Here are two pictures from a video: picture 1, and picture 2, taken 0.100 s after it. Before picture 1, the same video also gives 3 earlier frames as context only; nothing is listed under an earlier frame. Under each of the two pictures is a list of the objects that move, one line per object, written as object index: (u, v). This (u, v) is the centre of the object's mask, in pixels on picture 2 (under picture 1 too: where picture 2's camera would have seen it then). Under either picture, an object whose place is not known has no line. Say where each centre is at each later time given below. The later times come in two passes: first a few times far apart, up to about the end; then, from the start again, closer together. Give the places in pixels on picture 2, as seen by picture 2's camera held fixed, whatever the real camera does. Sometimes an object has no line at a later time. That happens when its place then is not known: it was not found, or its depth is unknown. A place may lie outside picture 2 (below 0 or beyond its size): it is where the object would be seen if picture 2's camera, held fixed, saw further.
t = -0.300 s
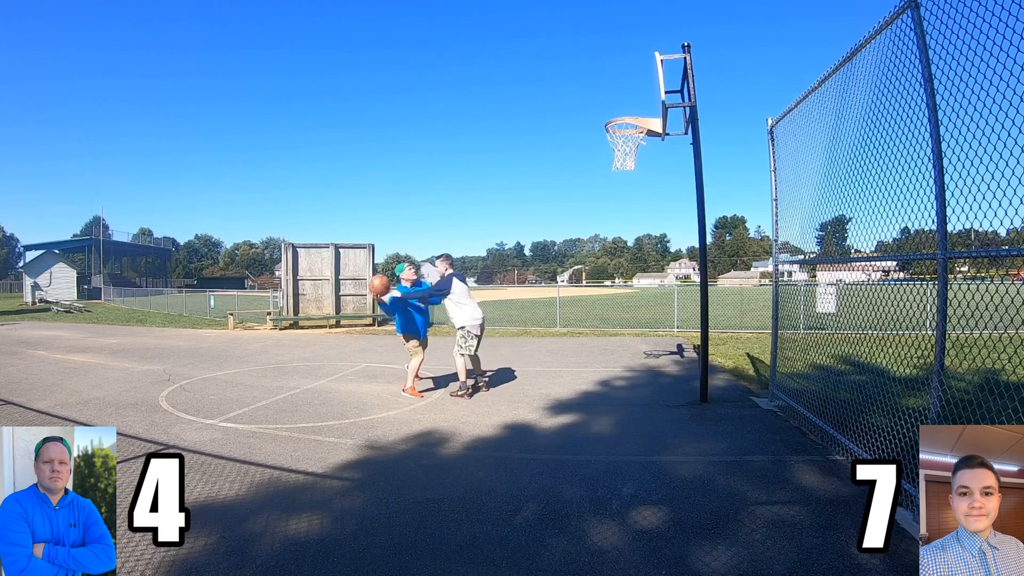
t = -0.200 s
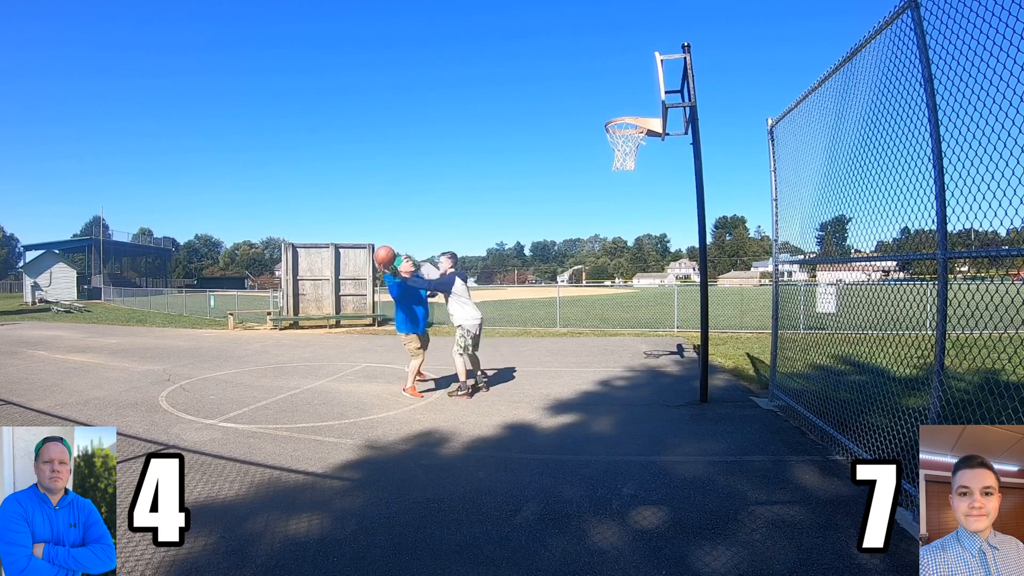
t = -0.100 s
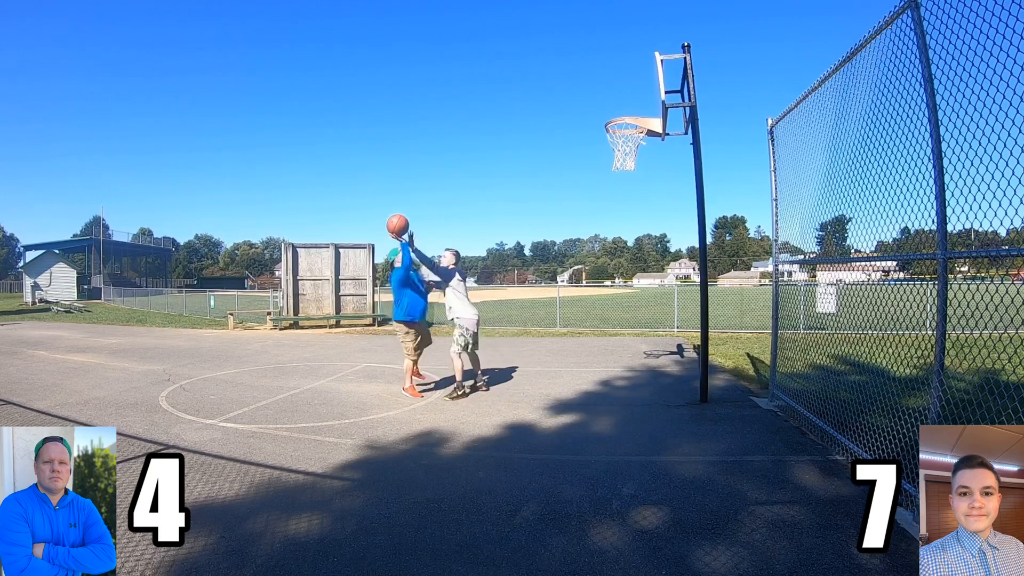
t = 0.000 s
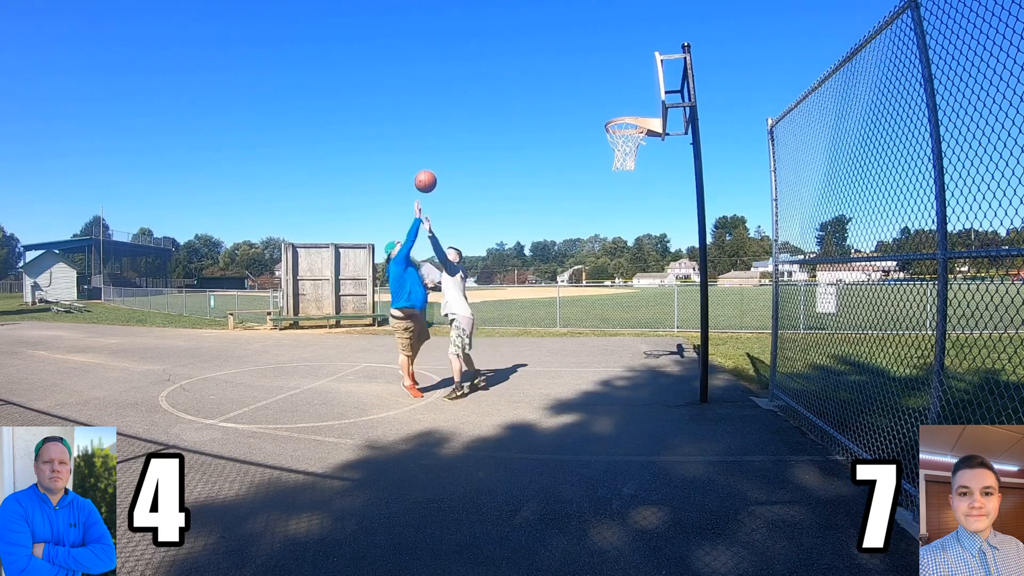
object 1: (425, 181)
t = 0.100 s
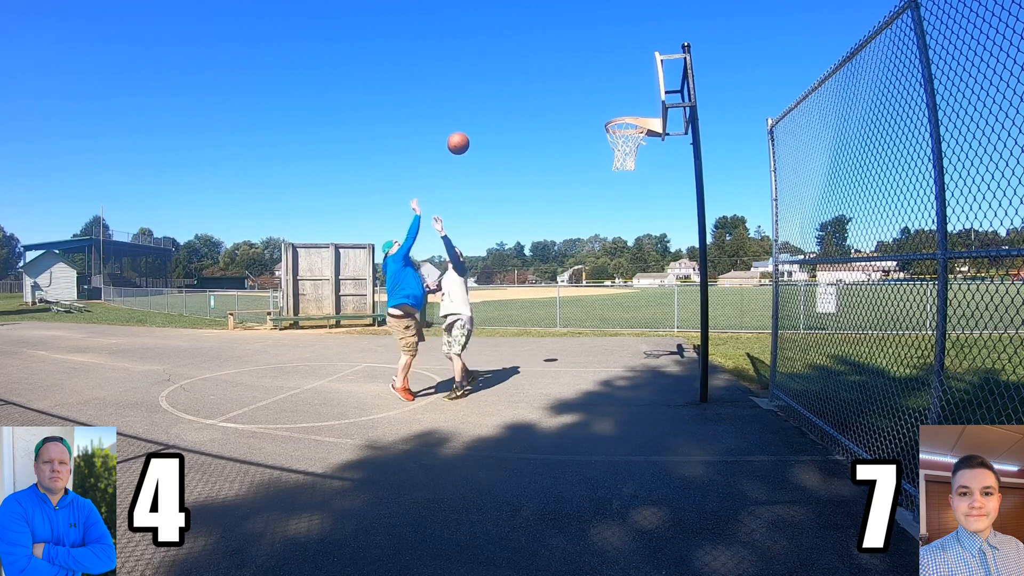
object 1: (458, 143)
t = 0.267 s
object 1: (511, 102)
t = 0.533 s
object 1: (594, 90)
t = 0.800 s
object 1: (638, 95)
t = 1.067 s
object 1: (629, 84)
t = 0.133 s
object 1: (469, 133)
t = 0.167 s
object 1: (480, 124)
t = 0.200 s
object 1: (490, 116)
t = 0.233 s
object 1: (501, 108)
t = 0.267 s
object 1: (511, 102)
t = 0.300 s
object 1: (522, 97)
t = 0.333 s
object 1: (532, 93)
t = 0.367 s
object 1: (543, 91)
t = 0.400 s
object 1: (553, 89)
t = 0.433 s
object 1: (563, 88)
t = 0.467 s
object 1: (573, 88)
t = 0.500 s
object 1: (584, 89)
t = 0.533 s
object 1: (594, 90)
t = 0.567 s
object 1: (604, 93)
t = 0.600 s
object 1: (614, 97)
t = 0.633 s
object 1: (624, 102)
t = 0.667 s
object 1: (634, 107)
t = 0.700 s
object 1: (643, 110)
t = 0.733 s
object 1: (641, 106)
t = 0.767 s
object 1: (640, 99)
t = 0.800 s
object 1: (638, 95)
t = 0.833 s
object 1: (637, 90)
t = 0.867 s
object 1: (635, 87)
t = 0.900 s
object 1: (634, 85)
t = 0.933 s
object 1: (633, 83)
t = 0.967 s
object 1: (631, 83)
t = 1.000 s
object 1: (630, 83)
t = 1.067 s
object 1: (629, 84)
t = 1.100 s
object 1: (628, 86)
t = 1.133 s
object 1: (627, 89)
